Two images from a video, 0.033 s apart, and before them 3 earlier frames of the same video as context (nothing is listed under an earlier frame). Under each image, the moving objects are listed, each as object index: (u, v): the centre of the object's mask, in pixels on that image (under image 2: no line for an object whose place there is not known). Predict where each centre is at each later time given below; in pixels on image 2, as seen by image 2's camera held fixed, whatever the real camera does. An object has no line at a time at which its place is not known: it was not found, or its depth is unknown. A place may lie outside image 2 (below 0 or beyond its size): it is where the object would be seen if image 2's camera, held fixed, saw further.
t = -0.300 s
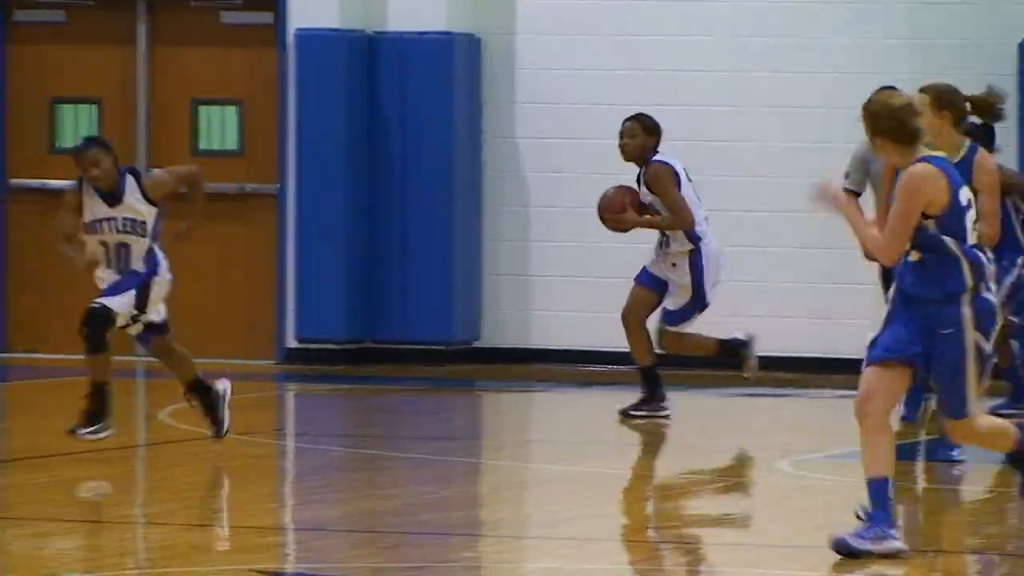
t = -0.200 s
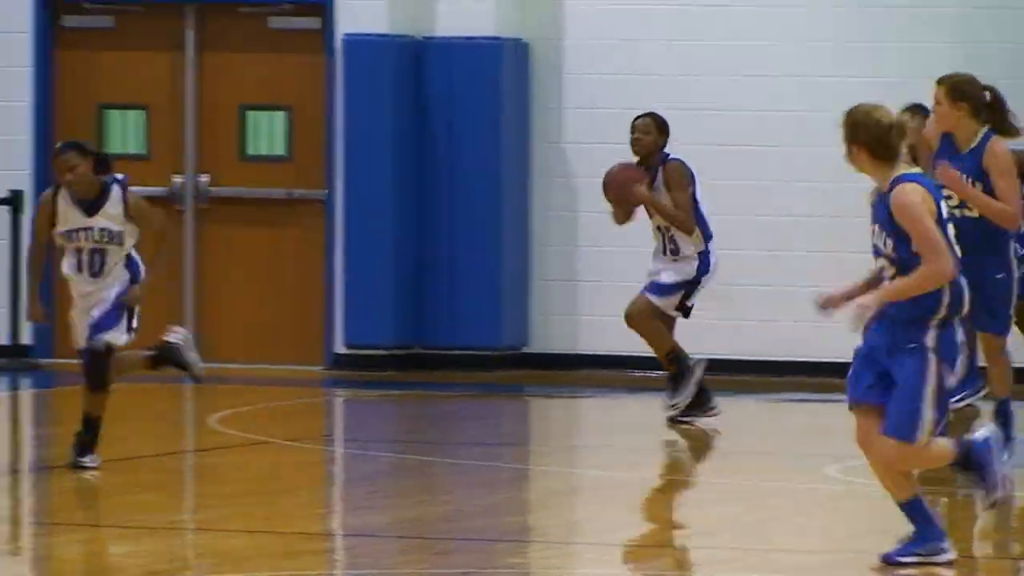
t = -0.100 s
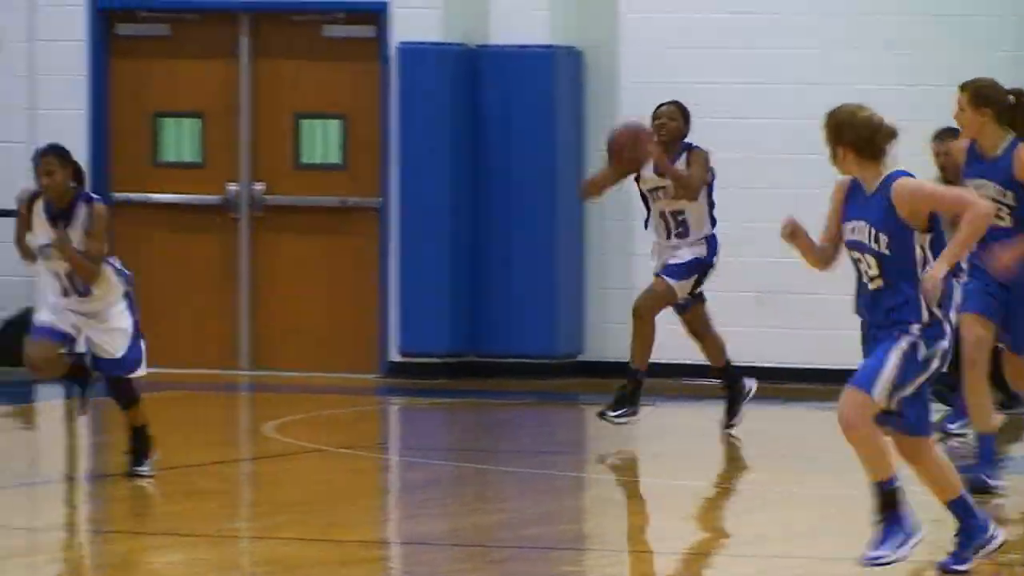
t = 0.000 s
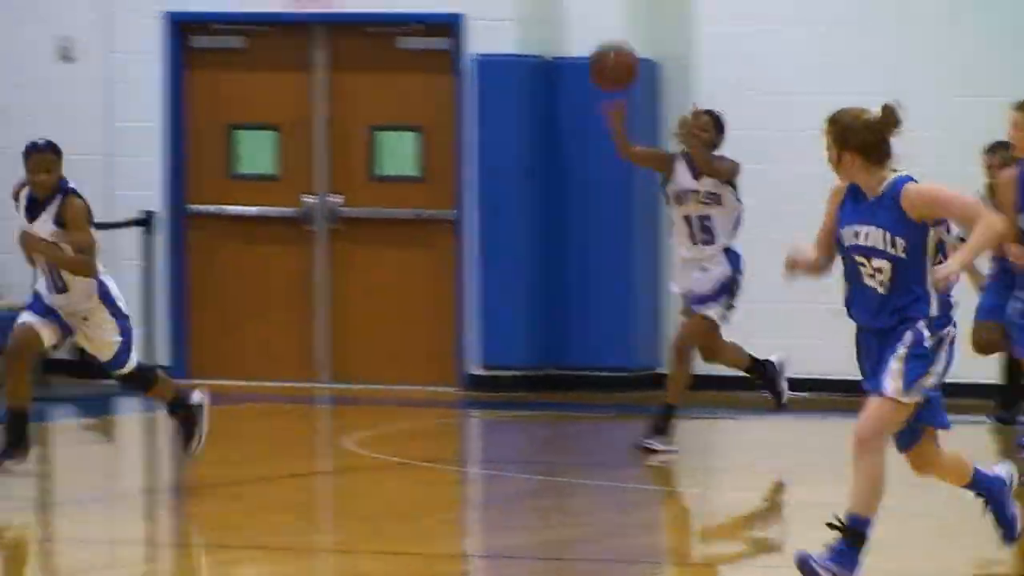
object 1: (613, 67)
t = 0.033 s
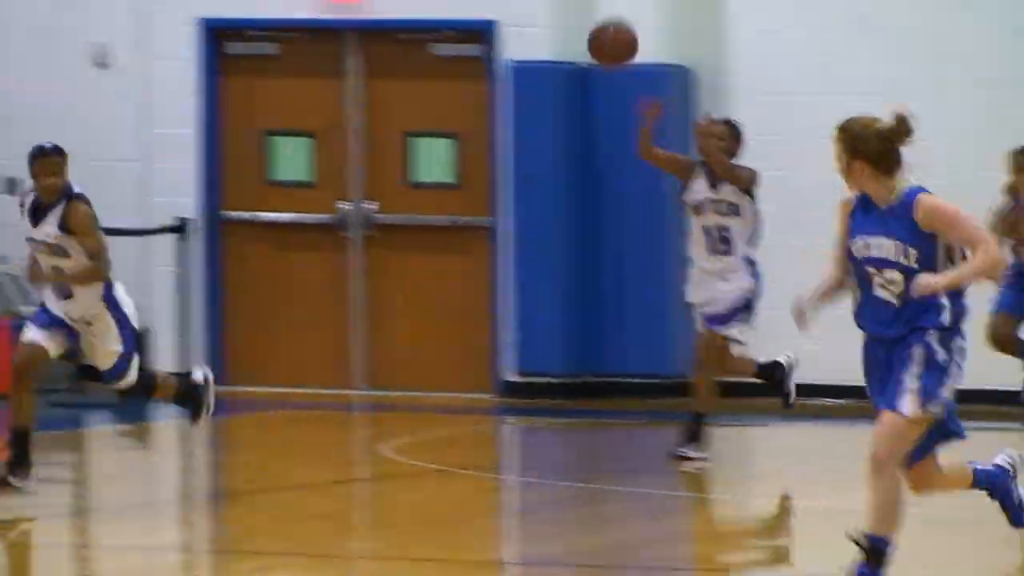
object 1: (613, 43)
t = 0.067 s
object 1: (577, 18)
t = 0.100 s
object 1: (541, 2)
